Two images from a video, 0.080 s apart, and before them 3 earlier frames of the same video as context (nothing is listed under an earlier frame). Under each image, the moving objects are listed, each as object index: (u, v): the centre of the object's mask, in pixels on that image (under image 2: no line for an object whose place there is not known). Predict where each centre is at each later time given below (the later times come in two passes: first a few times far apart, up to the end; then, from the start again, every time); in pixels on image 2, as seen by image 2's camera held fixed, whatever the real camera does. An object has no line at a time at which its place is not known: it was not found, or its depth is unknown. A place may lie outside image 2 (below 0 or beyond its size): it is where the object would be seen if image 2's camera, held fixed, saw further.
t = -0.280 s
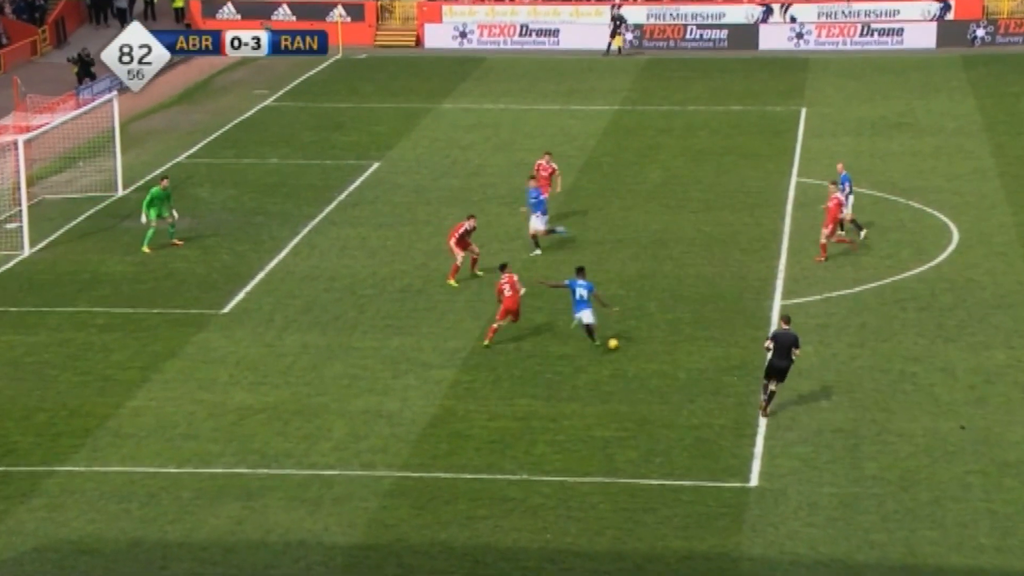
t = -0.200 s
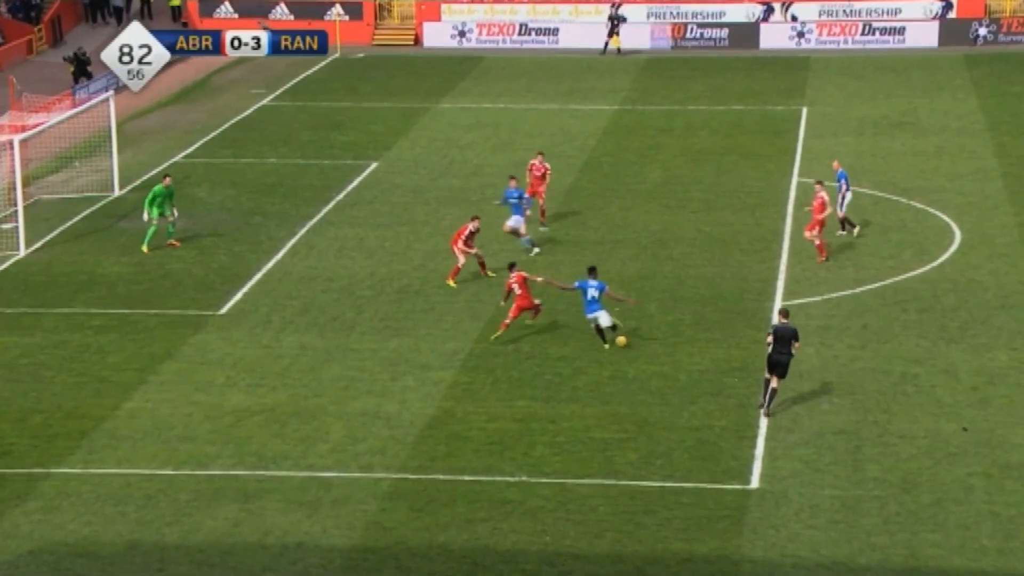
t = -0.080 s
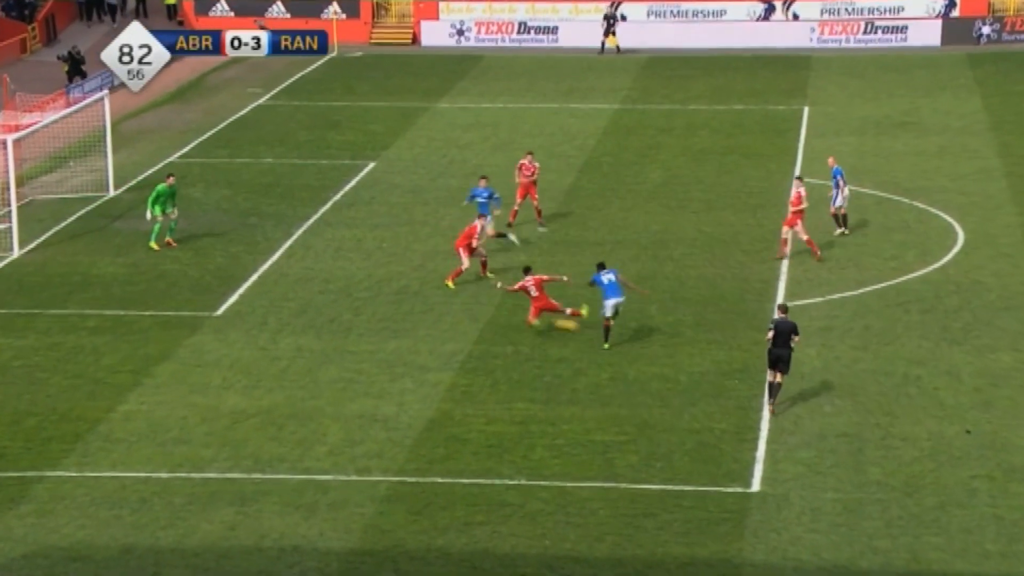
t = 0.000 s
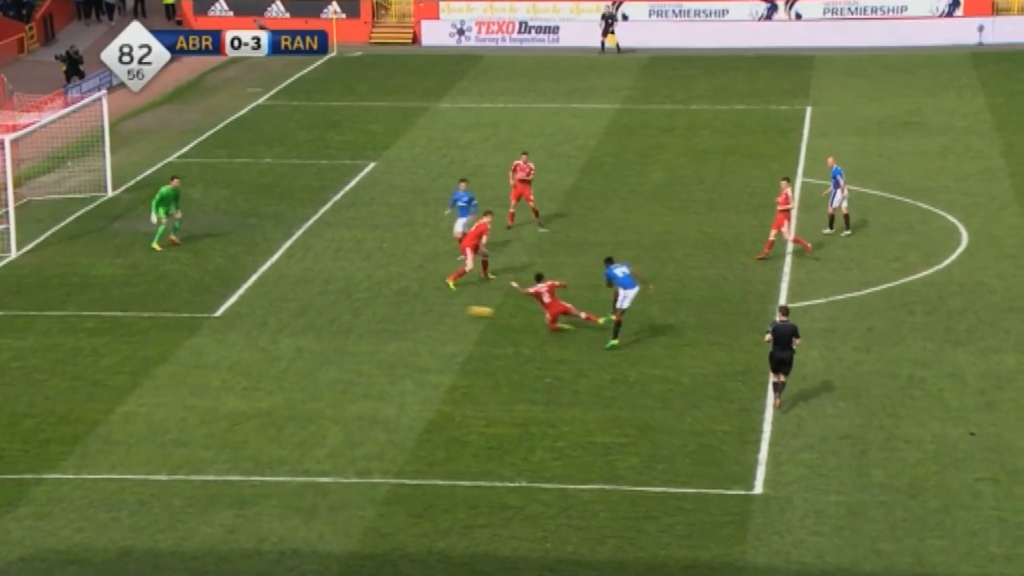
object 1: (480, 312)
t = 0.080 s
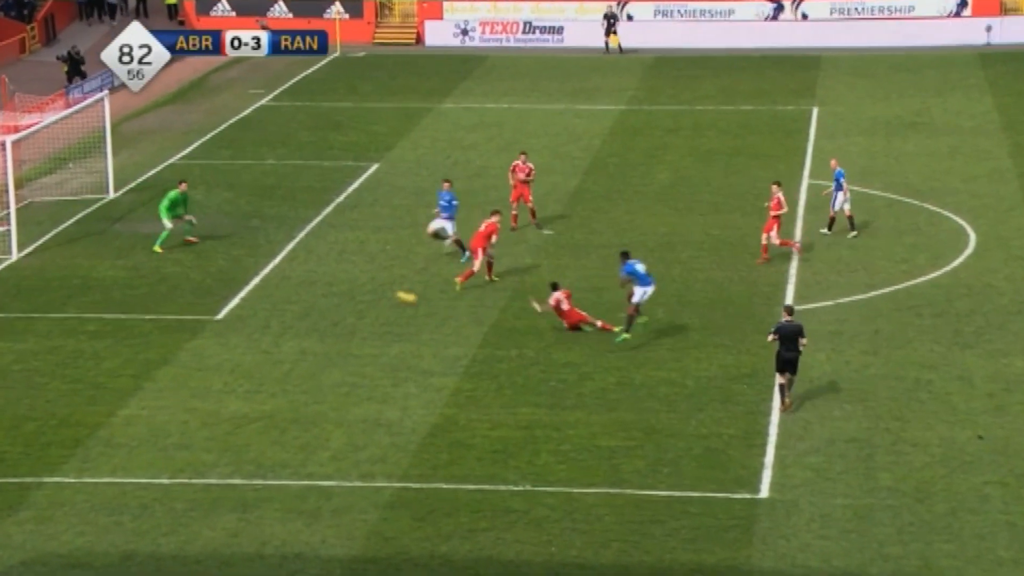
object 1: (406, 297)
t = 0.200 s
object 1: (300, 276)
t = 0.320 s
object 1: (201, 267)
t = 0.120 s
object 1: (370, 288)
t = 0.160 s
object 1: (335, 281)
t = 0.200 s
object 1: (300, 276)
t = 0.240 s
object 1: (267, 271)
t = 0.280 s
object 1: (233, 268)
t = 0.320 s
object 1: (201, 267)
